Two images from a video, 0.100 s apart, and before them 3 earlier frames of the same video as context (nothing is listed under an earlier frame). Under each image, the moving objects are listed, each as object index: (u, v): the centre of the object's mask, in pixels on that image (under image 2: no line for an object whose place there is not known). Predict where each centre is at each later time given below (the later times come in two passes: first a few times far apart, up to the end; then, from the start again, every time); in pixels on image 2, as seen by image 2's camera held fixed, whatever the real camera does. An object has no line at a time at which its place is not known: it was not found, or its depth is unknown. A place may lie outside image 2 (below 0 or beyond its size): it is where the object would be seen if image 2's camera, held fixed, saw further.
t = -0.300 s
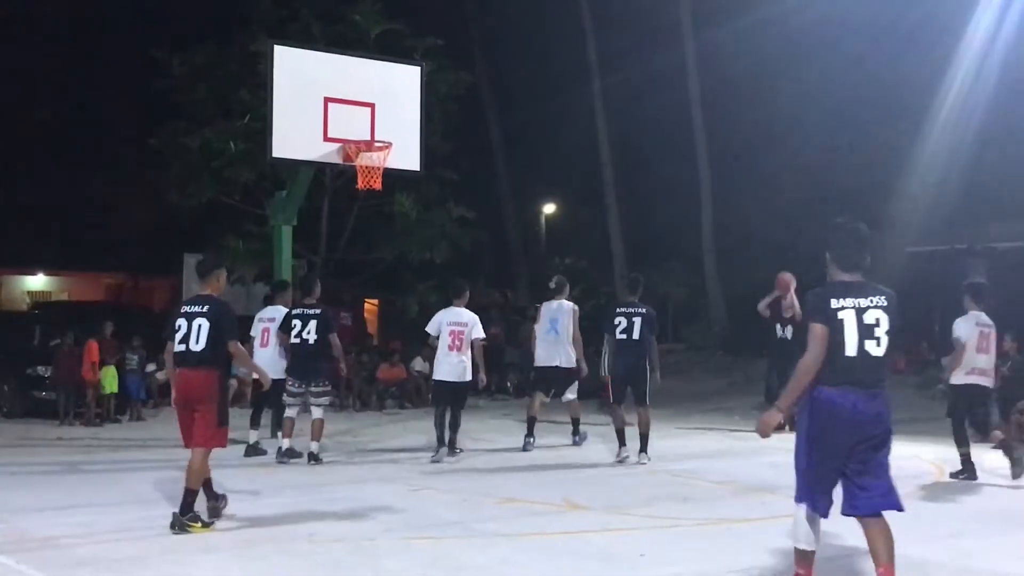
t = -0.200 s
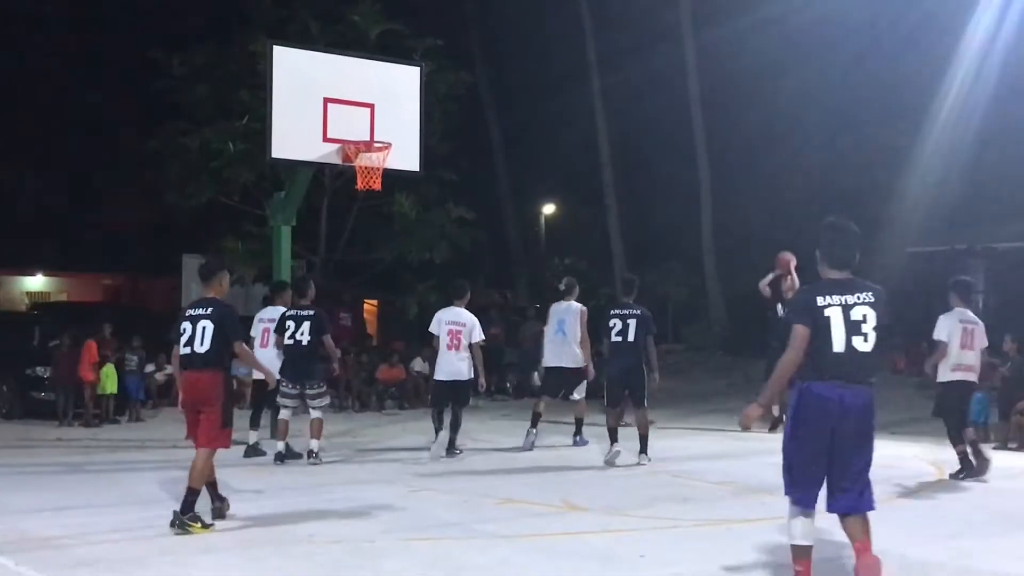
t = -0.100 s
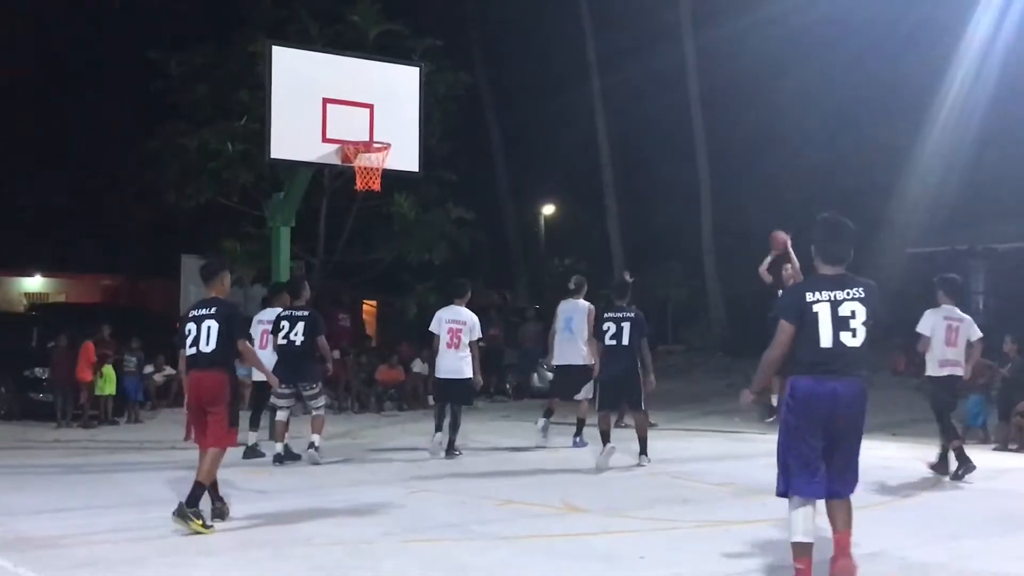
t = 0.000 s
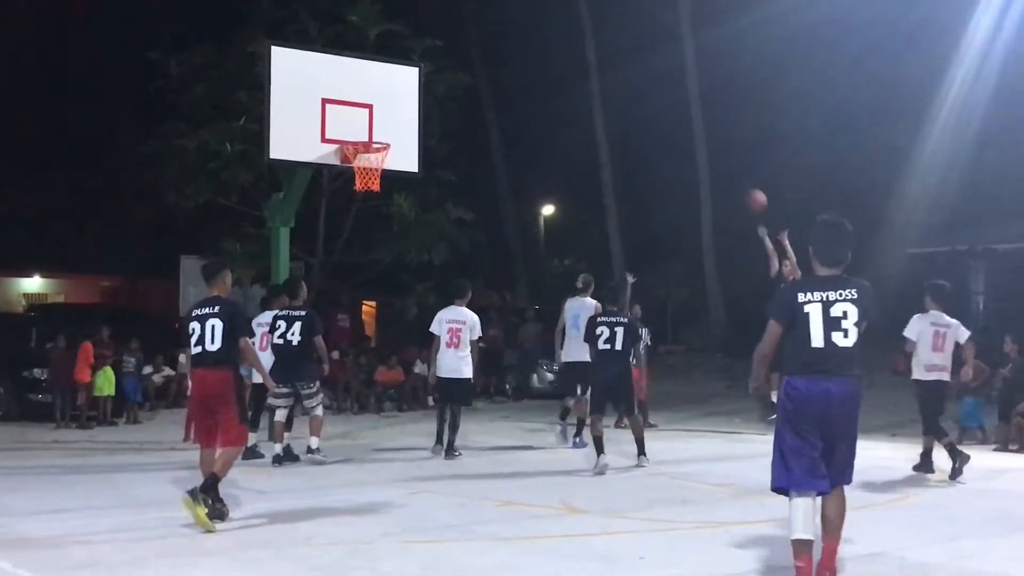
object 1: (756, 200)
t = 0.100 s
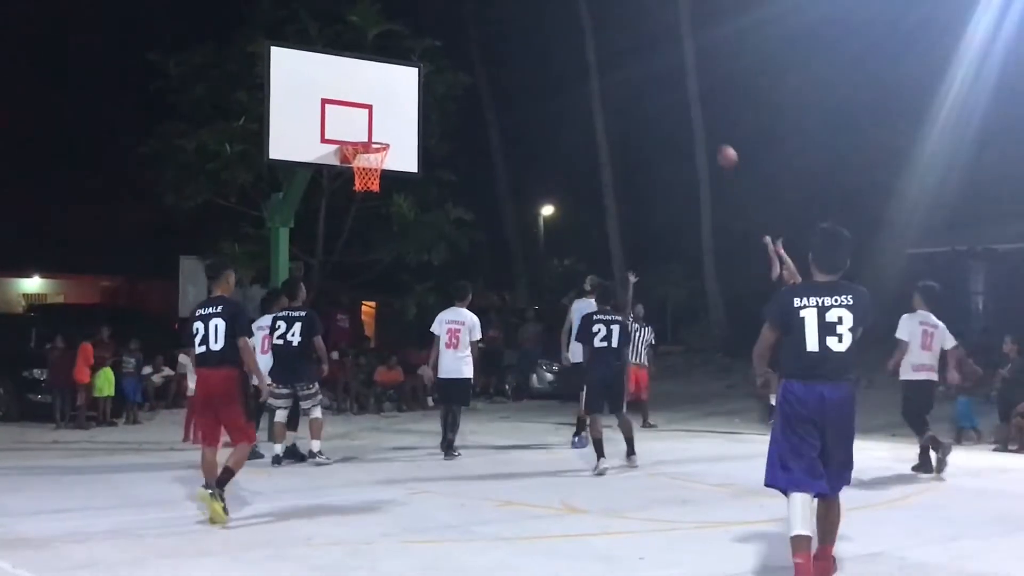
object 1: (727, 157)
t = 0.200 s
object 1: (696, 119)
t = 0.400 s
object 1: (634, 66)
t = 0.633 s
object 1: (557, 42)
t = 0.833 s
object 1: (485, 61)
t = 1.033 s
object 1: (407, 118)
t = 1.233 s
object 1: (370, 101)
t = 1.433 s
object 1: (344, 90)
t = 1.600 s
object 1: (320, 112)
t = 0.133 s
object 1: (717, 143)
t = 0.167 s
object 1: (708, 130)
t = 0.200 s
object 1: (696, 119)
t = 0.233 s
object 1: (686, 108)
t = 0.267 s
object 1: (676, 97)
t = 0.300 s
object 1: (666, 89)
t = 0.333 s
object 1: (655, 80)
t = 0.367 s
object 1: (645, 73)
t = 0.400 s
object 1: (634, 66)
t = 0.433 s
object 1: (623, 60)
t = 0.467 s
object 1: (612, 54)
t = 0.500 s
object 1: (601, 49)
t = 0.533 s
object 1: (590, 46)
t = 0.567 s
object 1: (579, 43)
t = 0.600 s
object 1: (568, 42)
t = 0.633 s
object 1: (557, 42)
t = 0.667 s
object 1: (545, 42)
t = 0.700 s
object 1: (533, 44)
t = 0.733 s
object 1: (521, 47)
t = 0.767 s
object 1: (510, 51)
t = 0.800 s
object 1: (497, 56)
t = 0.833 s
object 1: (485, 61)
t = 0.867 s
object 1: (472, 68)
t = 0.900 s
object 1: (459, 75)
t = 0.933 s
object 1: (446, 83)
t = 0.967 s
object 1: (435, 93)
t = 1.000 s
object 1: (422, 105)
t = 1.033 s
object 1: (407, 118)
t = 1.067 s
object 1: (394, 131)
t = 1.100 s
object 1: (387, 130)
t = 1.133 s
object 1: (383, 122)
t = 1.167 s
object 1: (379, 114)
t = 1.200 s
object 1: (374, 107)
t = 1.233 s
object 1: (370, 101)
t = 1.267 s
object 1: (366, 97)
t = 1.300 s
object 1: (361, 94)
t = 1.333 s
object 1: (357, 91)
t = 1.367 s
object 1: (353, 90)
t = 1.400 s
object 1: (348, 89)
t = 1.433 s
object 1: (344, 90)
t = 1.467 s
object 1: (339, 91)
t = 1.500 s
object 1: (334, 95)
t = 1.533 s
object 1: (330, 99)
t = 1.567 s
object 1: (325, 105)
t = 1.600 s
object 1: (320, 112)
